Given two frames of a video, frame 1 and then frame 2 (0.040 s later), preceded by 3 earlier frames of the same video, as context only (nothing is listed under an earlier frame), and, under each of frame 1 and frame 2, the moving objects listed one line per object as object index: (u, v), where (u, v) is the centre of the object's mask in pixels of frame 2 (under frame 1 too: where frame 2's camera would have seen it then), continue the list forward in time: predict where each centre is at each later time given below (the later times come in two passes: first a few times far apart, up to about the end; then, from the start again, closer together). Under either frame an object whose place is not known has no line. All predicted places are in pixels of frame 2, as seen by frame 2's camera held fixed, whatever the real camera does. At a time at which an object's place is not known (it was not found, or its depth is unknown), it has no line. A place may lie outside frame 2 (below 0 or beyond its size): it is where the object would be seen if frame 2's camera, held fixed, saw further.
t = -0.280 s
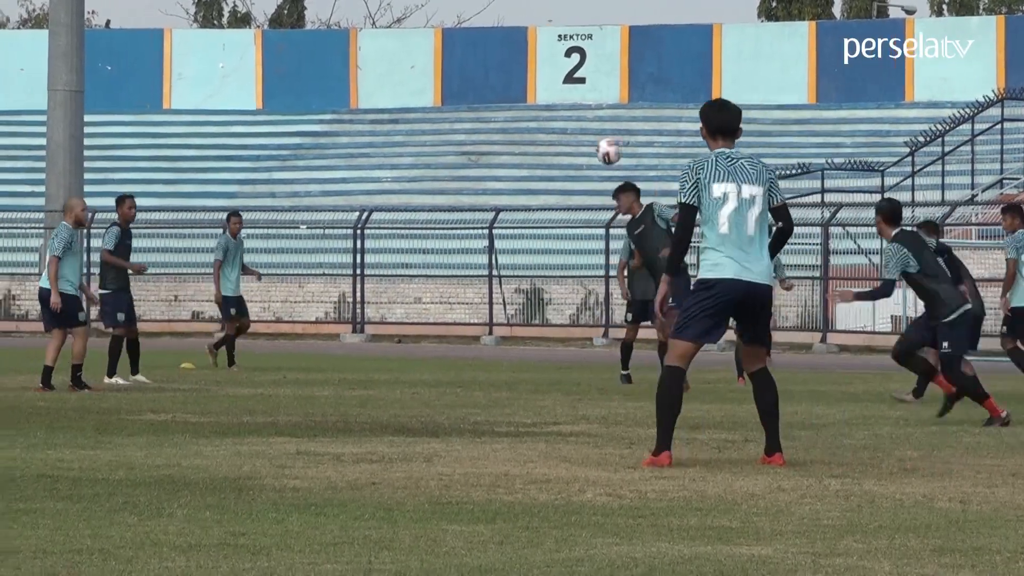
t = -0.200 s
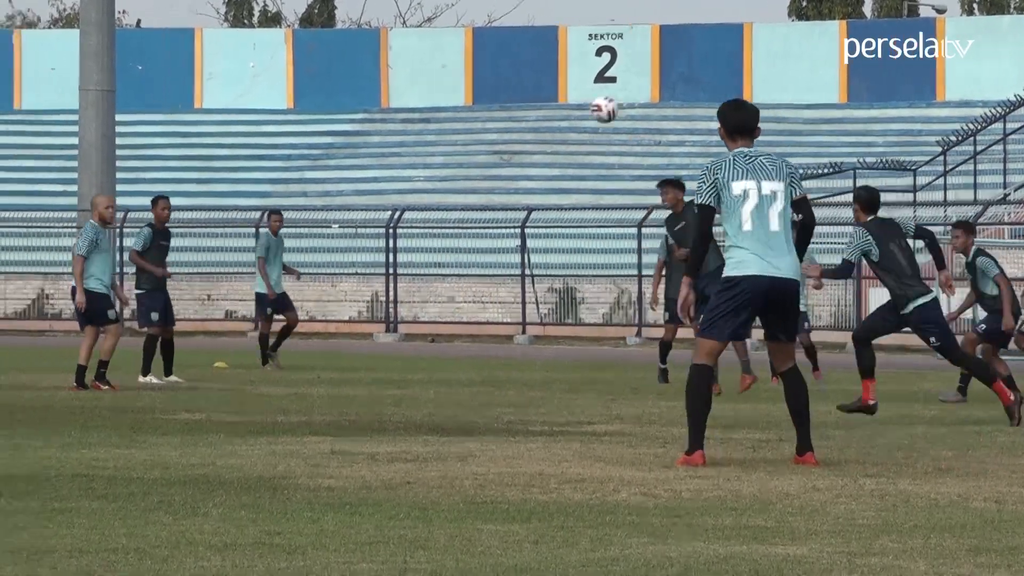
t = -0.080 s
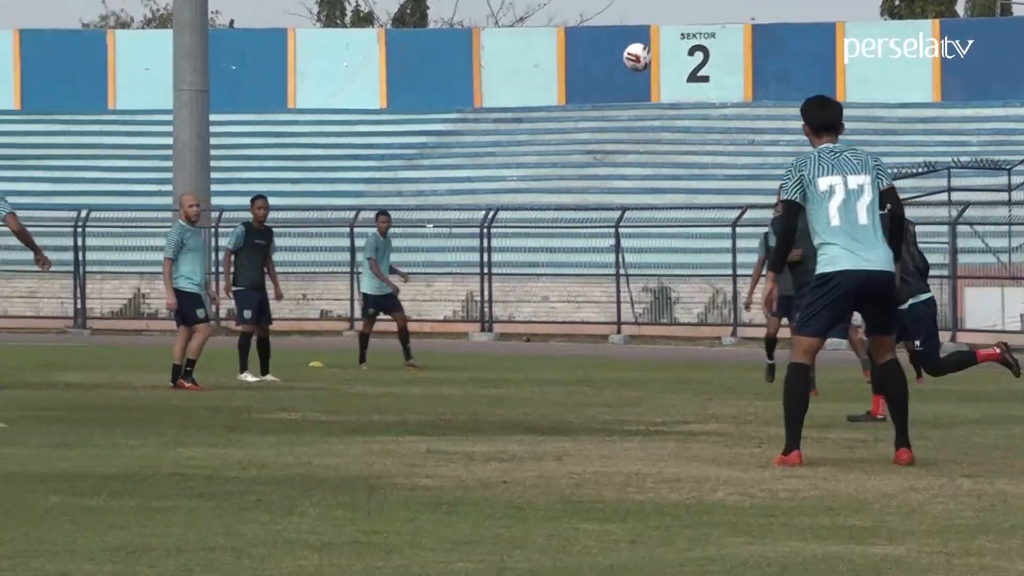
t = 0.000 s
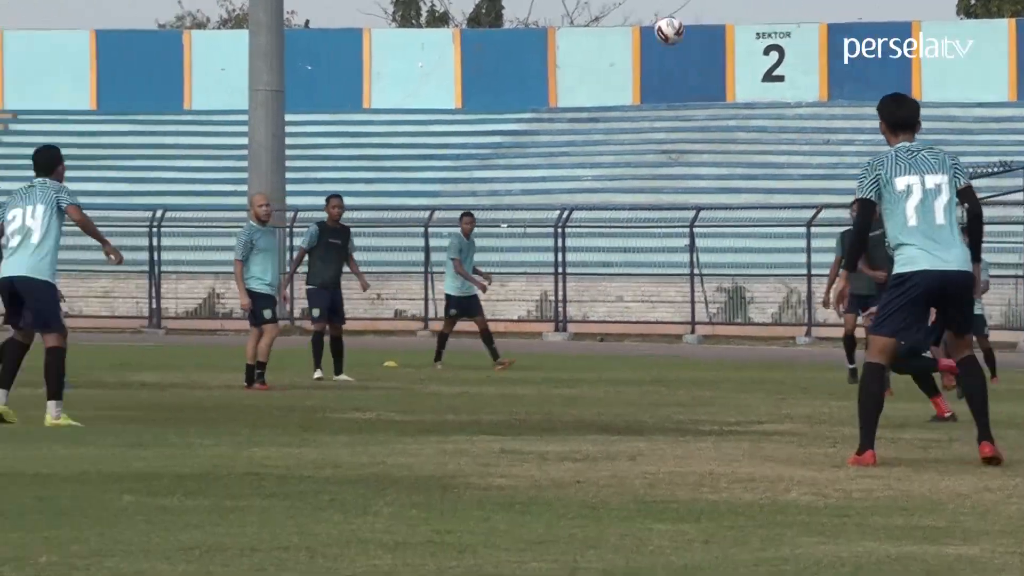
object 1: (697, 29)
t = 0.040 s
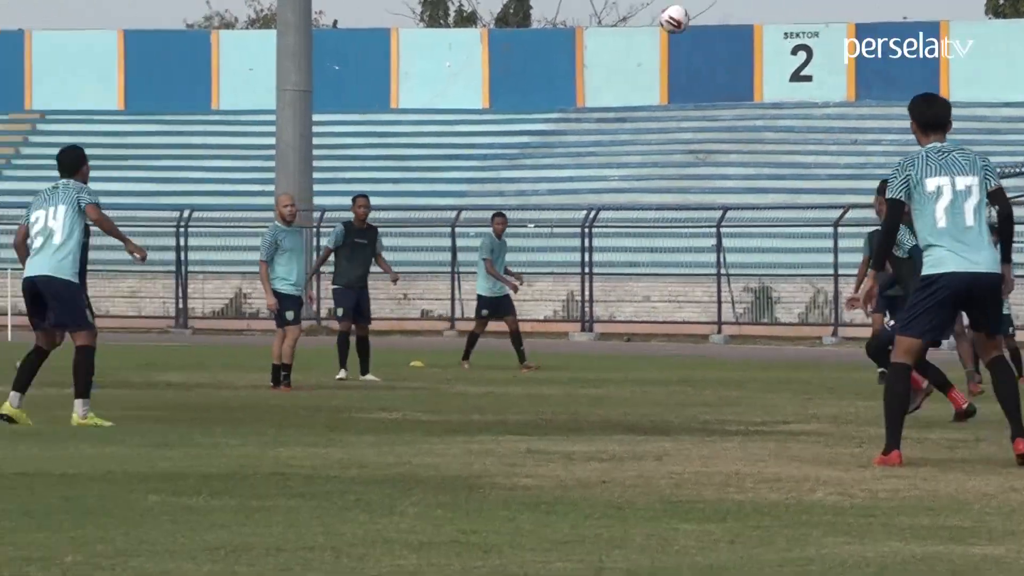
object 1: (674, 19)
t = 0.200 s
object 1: (575, 5)
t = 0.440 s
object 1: (401, 15)
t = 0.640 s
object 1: (217, 105)
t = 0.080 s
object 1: (651, 12)
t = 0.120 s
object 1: (628, 9)
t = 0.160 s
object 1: (602, 6)
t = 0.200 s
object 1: (575, 5)
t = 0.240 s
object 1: (550, 4)
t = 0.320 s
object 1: (495, 5)
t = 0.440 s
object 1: (401, 15)
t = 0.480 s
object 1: (366, 28)
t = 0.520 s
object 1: (331, 42)
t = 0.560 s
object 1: (294, 60)
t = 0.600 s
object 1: (256, 81)
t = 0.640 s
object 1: (217, 105)
